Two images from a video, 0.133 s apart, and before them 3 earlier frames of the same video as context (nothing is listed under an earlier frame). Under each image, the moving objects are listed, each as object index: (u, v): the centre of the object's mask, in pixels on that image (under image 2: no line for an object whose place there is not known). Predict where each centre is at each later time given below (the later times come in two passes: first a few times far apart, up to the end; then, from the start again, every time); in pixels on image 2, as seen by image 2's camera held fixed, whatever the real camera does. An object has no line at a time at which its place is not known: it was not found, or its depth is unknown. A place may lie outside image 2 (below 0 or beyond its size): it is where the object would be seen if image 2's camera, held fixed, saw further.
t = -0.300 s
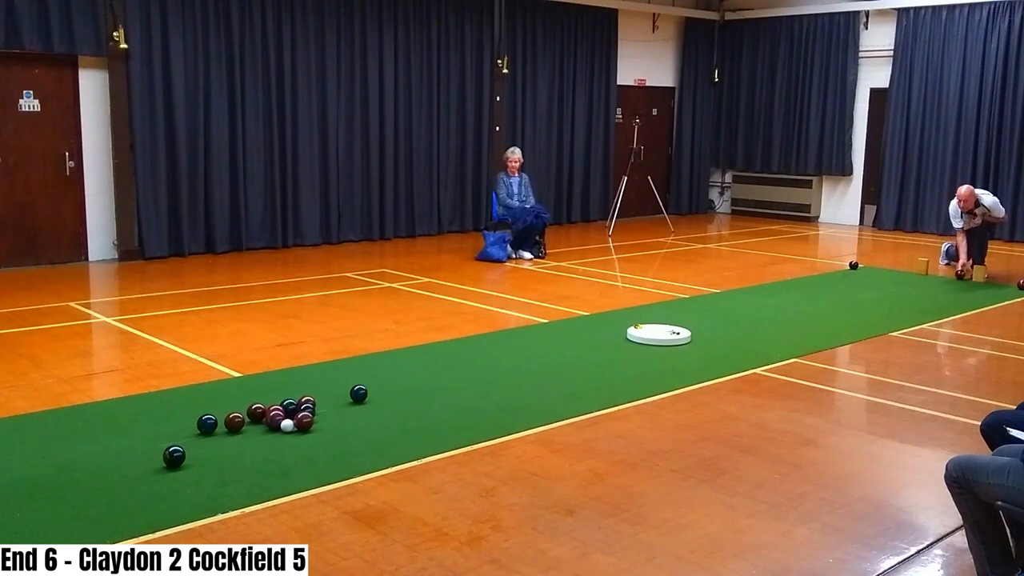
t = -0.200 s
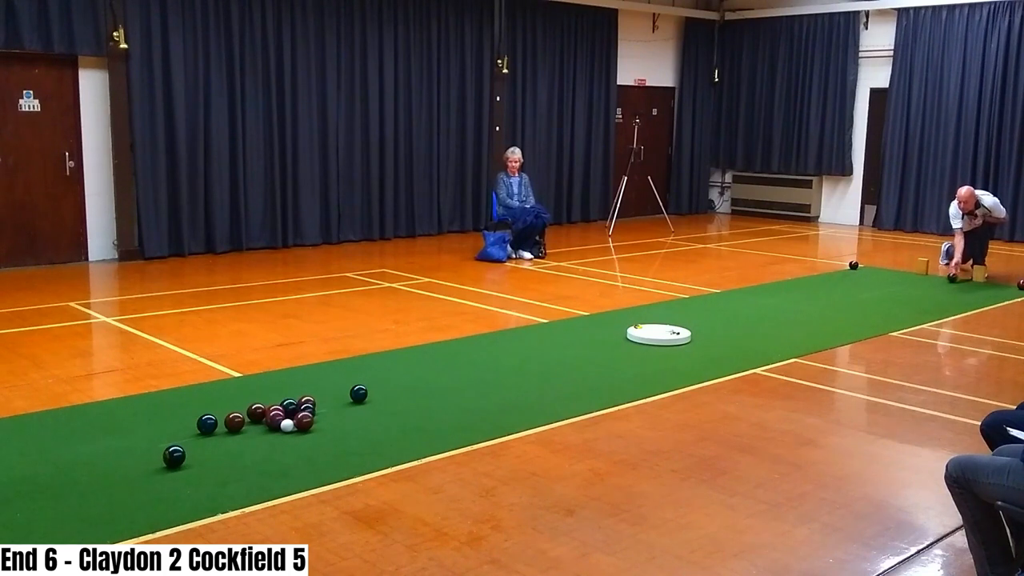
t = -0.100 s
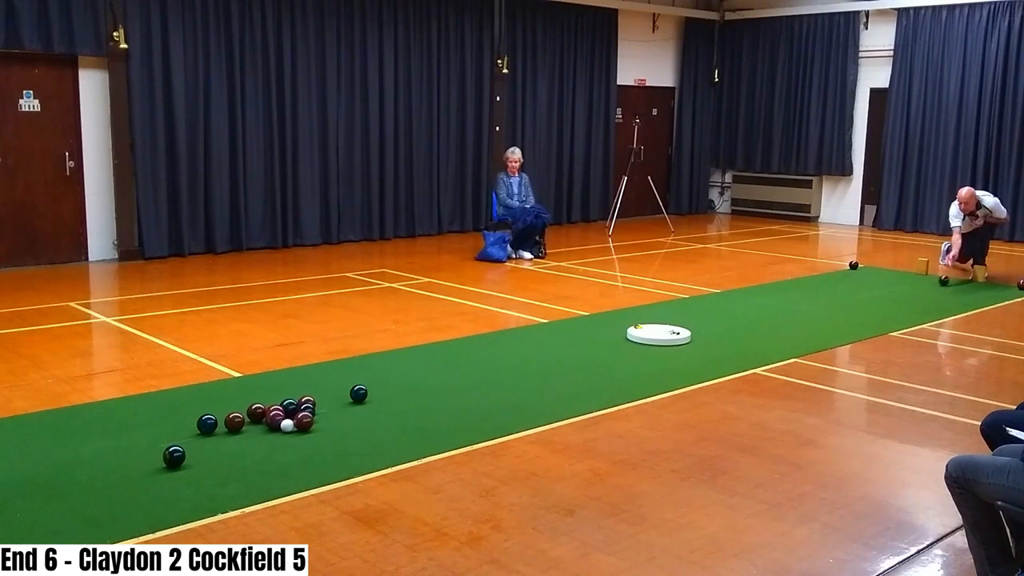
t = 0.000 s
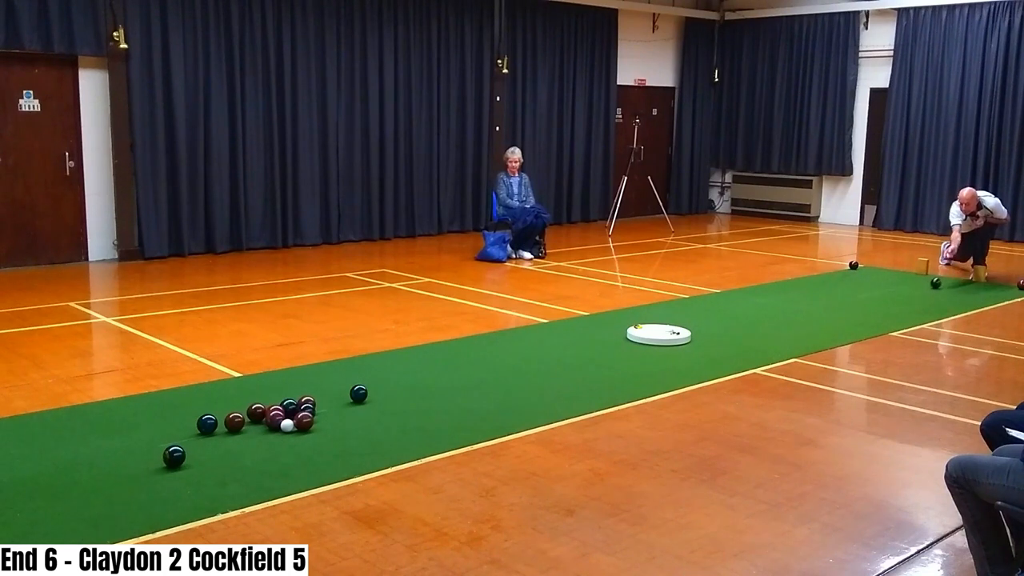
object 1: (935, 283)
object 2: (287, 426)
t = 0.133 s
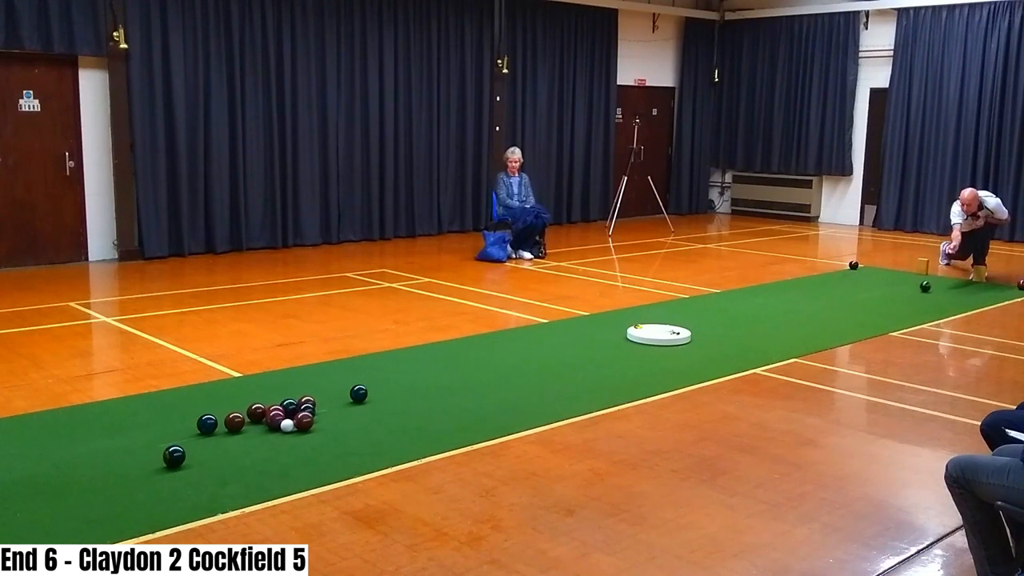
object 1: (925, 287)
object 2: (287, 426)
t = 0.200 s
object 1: (920, 288)
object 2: (287, 426)
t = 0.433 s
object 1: (900, 294)
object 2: (287, 426)
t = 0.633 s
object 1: (882, 300)
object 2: (287, 426)
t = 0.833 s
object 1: (864, 305)
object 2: (287, 426)
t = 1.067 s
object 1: (841, 312)
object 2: (287, 426)
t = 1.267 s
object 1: (820, 317)
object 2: (287, 426)
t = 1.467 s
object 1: (798, 323)
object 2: (287, 426)
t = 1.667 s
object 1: (776, 329)
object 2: (287, 426)
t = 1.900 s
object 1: (748, 336)
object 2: (287, 426)
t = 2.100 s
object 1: (723, 342)
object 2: (287, 426)
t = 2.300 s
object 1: (698, 348)
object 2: (287, 426)
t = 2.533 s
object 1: (666, 356)
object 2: (287, 426)
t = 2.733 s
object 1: (636, 363)
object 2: (287, 426)
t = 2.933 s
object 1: (606, 370)
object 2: (287, 426)
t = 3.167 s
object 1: (569, 377)
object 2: (287, 426)
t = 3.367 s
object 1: (537, 384)
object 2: (287, 426)
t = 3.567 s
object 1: (503, 391)
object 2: (287, 426)
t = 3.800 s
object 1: (463, 399)
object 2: (287, 426)
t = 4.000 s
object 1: (427, 405)
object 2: (287, 426)
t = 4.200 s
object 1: (391, 411)
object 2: (288, 426)
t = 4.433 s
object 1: (348, 418)
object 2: (288, 426)
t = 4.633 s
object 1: (320, 425)
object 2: (284, 427)
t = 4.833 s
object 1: (304, 432)
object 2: (274, 432)
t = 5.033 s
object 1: (288, 438)
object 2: (265, 435)
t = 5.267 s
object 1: (271, 445)
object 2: (256, 439)
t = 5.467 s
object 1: (256, 450)
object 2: (249, 439)
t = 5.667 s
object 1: (242, 455)
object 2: (247, 441)
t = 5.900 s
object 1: (229, 459)
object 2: (243, 445)
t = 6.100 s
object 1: (219, 462)
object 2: (242, 446)
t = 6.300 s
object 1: (211, 463)
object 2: (242, 446)
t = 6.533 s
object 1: (205, 465)
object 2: (242, 446)
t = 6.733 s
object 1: (202, 465)
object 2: (242, 446)
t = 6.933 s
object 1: (202, 465)
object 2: (242, 446)
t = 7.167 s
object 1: (202, 465)
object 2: (242, 446)
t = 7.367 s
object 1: (202, 465)
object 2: (242, 446)
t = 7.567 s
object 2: (242, 446)
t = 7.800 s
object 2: (242, 446)
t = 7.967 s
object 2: (242, 446)
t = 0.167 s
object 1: (922, 287)
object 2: (287, 426)
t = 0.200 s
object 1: (920, 288)
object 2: (287, 426)
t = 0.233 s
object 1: (917, 289)
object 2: (287, 426)
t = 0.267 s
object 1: (914, 290)
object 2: (287, 426)
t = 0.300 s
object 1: (911, 291)
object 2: (287, 426)
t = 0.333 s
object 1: (909, 292)
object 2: (287, 426)
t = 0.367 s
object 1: (906, 292)
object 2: (287, 426)
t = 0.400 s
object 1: (903, 293)
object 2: (287, 426)
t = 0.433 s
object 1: (900, 294)
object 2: (287, 426)
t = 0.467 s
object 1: (897, 295)
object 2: (287, 426)
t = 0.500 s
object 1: (895, 296)
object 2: (287, 426)
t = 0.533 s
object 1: (892, 297)
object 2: (287, 426)
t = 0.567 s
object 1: (889, 298)
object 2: (287, 426)
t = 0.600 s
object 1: (886, 299)
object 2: (287, 426)
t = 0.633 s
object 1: (882, 300)
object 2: (287, 426)
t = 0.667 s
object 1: (880, 301)
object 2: (287, 426)
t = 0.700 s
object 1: (877, 302)
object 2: (287, 426)
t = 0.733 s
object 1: (873, 302)
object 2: (287, 426)
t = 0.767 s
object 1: (870, 304)
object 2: (287, 426)
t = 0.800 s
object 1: (867, 304)
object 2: (287, 426)
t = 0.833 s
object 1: (864, 305)
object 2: (287, 426)
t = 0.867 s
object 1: (861, 306)
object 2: (287, 426)
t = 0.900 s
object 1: (858, 307)
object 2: (287, 426)
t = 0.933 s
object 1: (854, 308)
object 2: (287, 426)
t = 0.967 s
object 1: (851, 309)
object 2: (287, 426)
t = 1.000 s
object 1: (848, 310)
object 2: (287, 426)
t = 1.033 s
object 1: (844, 311)
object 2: (287, 426)
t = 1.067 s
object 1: (841, 312)
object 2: (287, 426)
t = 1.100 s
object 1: (838, 313)
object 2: (287, 426)
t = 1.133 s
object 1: (834, 314)
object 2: (287, 426)
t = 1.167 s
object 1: (831, 314)
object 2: (287, 426)
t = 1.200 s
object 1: (827, 315)
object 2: (287, 426)
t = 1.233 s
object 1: (824, 316)
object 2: (287, 426)
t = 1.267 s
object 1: (820, 317)
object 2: (287, 426)
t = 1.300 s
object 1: (816, 318)
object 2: (287, 426)
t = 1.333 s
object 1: (813, 319)
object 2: (287, 426)
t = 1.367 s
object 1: (809, 320)
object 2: (287, 426)
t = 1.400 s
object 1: (806, 321)
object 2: (288, 426)
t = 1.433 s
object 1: (802, 322)
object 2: (288, 426)
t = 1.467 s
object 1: (798, 323)
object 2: (287, 426)
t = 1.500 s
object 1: (795, 324)
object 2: (287, 426)
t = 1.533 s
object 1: (791, 325)
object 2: (287, 426)
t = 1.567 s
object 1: (787, 326)
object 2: (287, 426)
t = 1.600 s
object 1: (783, 327)
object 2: (287, 426)
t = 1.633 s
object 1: (780, 328)
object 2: (287, 426)
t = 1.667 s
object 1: (776, 329)
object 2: (287, 426)
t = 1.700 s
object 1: (772, 330)
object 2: (287, 426)
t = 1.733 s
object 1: (768, 331)
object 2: (287, 426)
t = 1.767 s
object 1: (765, 332)
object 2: (287, 426)
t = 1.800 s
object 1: (761, 333)
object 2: (287, 426)
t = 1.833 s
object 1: (756, 334)
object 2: (287, 426)
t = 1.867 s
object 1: (752, 335)
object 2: (287, 426)
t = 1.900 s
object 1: (748, 336)
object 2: (287, 426)
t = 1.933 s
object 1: (744, 337)
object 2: (287, 426)
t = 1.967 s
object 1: (740, 338)
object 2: (287, 426)
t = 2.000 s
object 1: (736, 339)
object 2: (287, 426)
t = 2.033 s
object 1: (732, 340)
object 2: (287, 426)
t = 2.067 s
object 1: (728, 341)
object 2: (287, 426)
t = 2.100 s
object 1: (723, 342)
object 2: (287, 426)
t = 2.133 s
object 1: (719, 343)
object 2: (287, 426)
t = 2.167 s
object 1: (715, 344)
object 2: (287, 426)
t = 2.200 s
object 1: (711, 346)
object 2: (287, 426)
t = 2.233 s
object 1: (706, 346)
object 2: (287, 426)
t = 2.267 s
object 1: (702, 348)
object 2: (287, 426)
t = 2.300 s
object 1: (698, 348)
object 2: (287, 426)
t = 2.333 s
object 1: (693, 350)
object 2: (287, 426)
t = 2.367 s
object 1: (688, 351)
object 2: (287, 426)
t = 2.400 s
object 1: (684, 352)
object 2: (287, 426)
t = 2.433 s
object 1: (679, 353)
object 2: (287, 426)
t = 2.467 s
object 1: (675, 354)
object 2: (287, 426)
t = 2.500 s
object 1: (670, 355)
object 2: (287, 426)
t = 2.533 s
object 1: (666, 356)
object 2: (287, 426)
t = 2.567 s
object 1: (660, 357)
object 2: (287, 426)
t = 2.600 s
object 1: (656, 358)
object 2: (287, 426)
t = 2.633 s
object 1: (651, 359)
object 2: (287, 426)
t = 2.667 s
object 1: (646, 361)
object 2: (287, 426)
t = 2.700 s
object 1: (641, 362)
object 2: (287, 426)
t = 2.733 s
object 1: (636, 363)
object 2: (287, 426)
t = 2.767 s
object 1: (631, 364)
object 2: (287, 426)
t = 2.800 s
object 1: (626, 365)
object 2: (287, 426)
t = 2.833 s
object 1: (621, 366)
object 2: (287, 426)
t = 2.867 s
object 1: (616, 367)
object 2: (287, 426)
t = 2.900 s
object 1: (611, 368)
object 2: (287, 426)
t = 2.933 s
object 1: (606, 370)
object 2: (287, 426)
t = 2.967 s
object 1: (601, 371)
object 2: (287, 426)
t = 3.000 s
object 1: (596, 372)
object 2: (287, 426)
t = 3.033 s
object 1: (590, 373)
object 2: (287, 426)
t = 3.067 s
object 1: (585, 374)
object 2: (287, 426)
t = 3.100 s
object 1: (580, 375)
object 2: (287, 426)
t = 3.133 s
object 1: (574, 376)
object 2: (287, 426)
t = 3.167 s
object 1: (569, 377)
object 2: (287, 426)
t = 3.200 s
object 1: (564, 378)
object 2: (287, 426)
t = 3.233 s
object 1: (559, 380)
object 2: (287, 426)
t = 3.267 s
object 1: (553, 381)
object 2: (287, 426)
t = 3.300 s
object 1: (548, 382)
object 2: (287, 426)
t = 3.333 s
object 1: (542, 383)
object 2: (287, 426)
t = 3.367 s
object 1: (537, 384)
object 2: (287, 426)
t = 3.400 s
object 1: (531, 385)
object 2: (287, 426)
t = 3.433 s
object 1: (526, 387)
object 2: (287, 426)
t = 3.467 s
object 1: (520, 388)
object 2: (287, 426)
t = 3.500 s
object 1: (515, 389)
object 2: (287, 426)
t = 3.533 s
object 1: (509, 390)
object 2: (287, 426)
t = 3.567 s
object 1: (503, 391)
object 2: (287, 426)
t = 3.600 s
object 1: (497, 392)
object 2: (287, 426)
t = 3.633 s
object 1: (492, 393)
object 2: (287, 426)
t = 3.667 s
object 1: (486, 394)
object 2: (287, 426)
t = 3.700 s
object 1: (480, 395)
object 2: (287, 426)
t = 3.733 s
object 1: (475, 396)
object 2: (287, 426)
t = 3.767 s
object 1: (469, 398)
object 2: (287, 426)
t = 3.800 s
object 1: (463, 399)
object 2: (287, 426)
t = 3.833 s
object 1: (457, 400)
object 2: (287, 426)
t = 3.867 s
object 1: (451, 401)
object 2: (287, 426)
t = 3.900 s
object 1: (445, 402)
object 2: (287, 426)
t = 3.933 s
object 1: (439, 403)
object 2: (287, 426)
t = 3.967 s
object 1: (433, 404)
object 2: (287, 426)
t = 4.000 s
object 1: (427, 405)
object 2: (287, 426)
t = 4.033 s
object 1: (421, 406)
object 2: (287, 426)
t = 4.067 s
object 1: (415, 407)
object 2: (287, 426)
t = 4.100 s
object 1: (409, 408)
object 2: (287, 426)
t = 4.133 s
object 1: (403, 409)
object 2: (287, 426)
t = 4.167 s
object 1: (397, 411)
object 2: (287, 426)
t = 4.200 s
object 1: (391, 411)
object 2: (288, 426)
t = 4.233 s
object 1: (385, 412)
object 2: (288, 426)
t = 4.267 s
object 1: (379, 413)
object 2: (288, 426)
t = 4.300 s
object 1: (373, 414)
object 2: (288, 426)
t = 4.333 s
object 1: (367, 415)
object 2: (287, 426)
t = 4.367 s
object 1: (361, 416)
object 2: (288, 426)
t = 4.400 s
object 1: (354, 417)
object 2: (288, 426)
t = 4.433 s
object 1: (348, 418)
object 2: (288, 426)
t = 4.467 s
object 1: (342, 419)
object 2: (288, 426)
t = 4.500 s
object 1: (336, 420)
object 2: (287, 426)
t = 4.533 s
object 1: (330, 421)
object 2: (288, 426)
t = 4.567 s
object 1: (324, 422)
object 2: (287, 426)
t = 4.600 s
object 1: (322, 423)
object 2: (286, 426)
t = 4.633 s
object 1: (320, 425)
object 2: (284, 427)
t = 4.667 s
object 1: (318, 427)
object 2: (282, 428)
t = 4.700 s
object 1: (315, 427)
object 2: (280, 429)
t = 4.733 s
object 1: (313, 429)
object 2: (279, 429)
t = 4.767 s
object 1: (310, 430)
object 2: (277, 430)
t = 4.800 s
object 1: (307, 431)
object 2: (275, 431)
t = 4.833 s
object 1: (304, 432)
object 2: (274, 432)
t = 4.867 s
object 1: (302, 433)
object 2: (272, 432)
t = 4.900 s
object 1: (299, 434)
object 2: (271, 433)
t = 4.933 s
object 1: (296, 435)
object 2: (269, 434)
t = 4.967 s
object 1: (294, 436)
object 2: (268, 434)
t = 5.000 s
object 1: (291, 437)
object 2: (266, 435)
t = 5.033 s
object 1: (288, 438)
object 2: (265, 435)
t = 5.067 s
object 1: (286, 439)
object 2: (264, 436)
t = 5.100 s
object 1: (283, 440)
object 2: (262, 437)
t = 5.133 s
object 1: (281, 441)
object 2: (261, 437)
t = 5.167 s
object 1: (278, 442)
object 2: (260, 438)
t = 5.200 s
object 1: (276, 443)
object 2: (259, 438)
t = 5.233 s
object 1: (273, 444)
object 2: (257, 439)
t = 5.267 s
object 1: (271, 445)
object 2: (256, 439)
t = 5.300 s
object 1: (268, 446)
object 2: (254, 439)
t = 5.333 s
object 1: (265, 447)
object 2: (253, 440)
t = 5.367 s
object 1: (263, 447)
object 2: (252, 440)
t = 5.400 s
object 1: (260, 448)
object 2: (251, 439)
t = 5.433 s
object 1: (258, 449)
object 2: (250, 439)
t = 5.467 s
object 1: (256, 450)
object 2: (249, 439)
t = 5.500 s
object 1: (253, 451)
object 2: (248, 439)
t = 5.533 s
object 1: (251, 451)
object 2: (248, 439)
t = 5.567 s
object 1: (249, 452)
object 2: (248, 439)
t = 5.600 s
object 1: (247, 453)
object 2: (248, 440)
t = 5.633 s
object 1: (244, 454)
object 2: (248, 441)
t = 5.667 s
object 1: (242, 455)
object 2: (247, 441)
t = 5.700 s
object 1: (240, 455)
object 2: (247, 442)
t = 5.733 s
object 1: (238, 456)
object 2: (246, 443)
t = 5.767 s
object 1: (236, 457)
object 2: (246, 443)
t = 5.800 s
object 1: (234, 457)
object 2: (245, 444)
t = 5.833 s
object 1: (232, 458)
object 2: (244, 445)
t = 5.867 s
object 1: (230, 458)
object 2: (243, 445)
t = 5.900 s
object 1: (229, 459)
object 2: (243, 445)
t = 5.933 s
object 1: (227, 459)
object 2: (242, 446)
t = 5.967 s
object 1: (225, 460)
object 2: (242, 446)
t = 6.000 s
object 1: (224, 460)
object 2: (242, 446)
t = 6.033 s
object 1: (222, 461)
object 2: (242, 446)
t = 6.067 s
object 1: (221, 461)
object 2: (242, 446)
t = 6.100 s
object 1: (219, 462)
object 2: (242, 446)
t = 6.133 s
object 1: (218, 462)
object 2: (242, 446)
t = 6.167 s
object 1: (216, 462)
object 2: (242, 446)
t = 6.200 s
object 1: (215, 463)
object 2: (242, 446)
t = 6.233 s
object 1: (214, 463)
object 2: (242, 446)
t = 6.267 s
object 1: (213, 463)
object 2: (242, 446)
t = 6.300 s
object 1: (211, 463)
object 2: (242, 446)
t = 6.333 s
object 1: (211, 464)
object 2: (242, 446)
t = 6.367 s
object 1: (210, 464)
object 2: (242, 446)
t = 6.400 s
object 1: (208, 464)
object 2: (242, 446)
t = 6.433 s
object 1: (208, 464)
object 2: (242, 446)
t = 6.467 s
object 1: (207, 464)
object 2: (242, 446)
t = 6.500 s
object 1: (206, 464)
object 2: (242, 446)
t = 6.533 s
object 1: (205, 465)
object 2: (242, 446)
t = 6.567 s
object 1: (204, 465)
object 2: (242, 446)
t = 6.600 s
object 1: (204, 465)
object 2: (242, 446)
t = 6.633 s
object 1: (203, 465)
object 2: (242, 446)
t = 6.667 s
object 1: (203, 465)
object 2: (242, 446)
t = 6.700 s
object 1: (202, 465)
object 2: (242, 446)
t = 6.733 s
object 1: (202, 465)
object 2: (242, 446)
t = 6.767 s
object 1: (202, 465)
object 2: (242, 446)
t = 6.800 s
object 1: (201, 465)
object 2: (242, 446)
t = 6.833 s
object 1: (201, 465)
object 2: (242, 446)
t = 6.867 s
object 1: (201, 465)
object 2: (242, 446)
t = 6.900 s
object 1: (201, 465)
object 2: (242, 446)
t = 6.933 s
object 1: (202, 465)
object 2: (242, 446)
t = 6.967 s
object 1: (202, 465)
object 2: (242, 446)
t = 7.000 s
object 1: (202, 465)
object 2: (242, 446)
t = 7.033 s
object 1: (202, 465)
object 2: (242, 446)
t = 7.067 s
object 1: (202, 465)
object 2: (242, 446)
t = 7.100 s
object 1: (202, 465)
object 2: (242, 446)
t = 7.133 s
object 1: (202, 465)
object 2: (242, 446)
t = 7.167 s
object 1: (202, 465)
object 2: (242, 446)
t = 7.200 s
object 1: (202, 465)
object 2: (242, 446)
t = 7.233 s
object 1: (202, 465)
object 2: (242, 446)
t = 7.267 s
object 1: (202, 465)
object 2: (242, 446)
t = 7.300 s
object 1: (202, 465)
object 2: (242, 446)
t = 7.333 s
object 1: (202, 465)
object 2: (242, 446)
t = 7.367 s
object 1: (202, 465)
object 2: (242, 446)
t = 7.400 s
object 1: (202, 464)
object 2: (242, 446)
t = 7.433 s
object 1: (202, 465)
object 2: (242, 446)
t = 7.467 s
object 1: (202, 465)
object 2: (242, 446)
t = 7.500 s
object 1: (202, 465)
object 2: (242, 446)
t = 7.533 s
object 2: (242, 446)
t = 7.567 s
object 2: (242, 446)
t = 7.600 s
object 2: (242, 446)
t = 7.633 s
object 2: (242, 446)
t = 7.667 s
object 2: (242, 446)
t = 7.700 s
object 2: (242, 446)
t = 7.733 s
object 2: (242, 446)
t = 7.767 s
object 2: (242, 446)
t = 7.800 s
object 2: (242, 446)
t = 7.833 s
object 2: (242, 446)
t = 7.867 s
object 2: (242, 446)
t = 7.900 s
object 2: (242, 446)
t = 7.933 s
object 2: (242, 446)
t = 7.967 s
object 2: (242, 446)
